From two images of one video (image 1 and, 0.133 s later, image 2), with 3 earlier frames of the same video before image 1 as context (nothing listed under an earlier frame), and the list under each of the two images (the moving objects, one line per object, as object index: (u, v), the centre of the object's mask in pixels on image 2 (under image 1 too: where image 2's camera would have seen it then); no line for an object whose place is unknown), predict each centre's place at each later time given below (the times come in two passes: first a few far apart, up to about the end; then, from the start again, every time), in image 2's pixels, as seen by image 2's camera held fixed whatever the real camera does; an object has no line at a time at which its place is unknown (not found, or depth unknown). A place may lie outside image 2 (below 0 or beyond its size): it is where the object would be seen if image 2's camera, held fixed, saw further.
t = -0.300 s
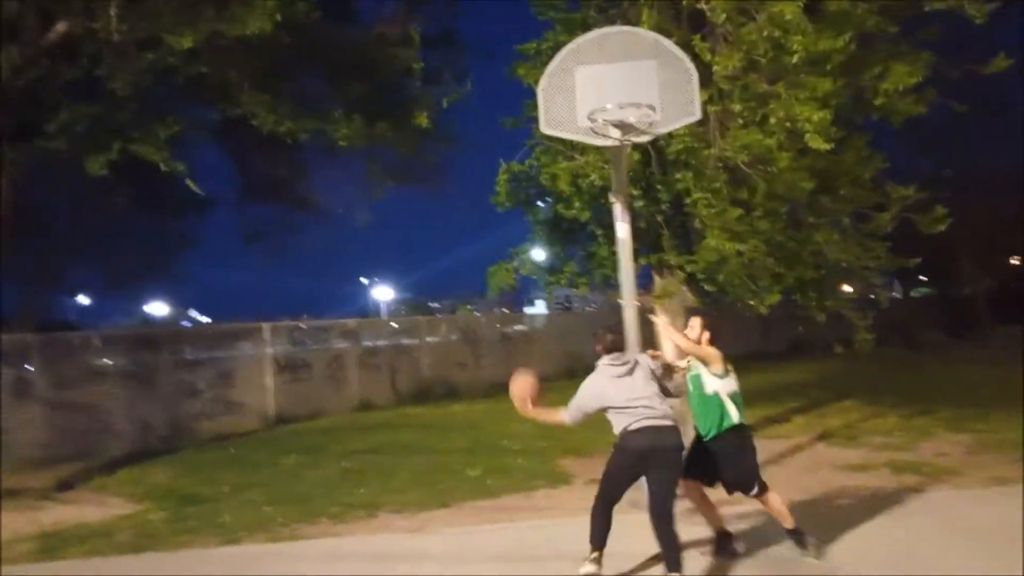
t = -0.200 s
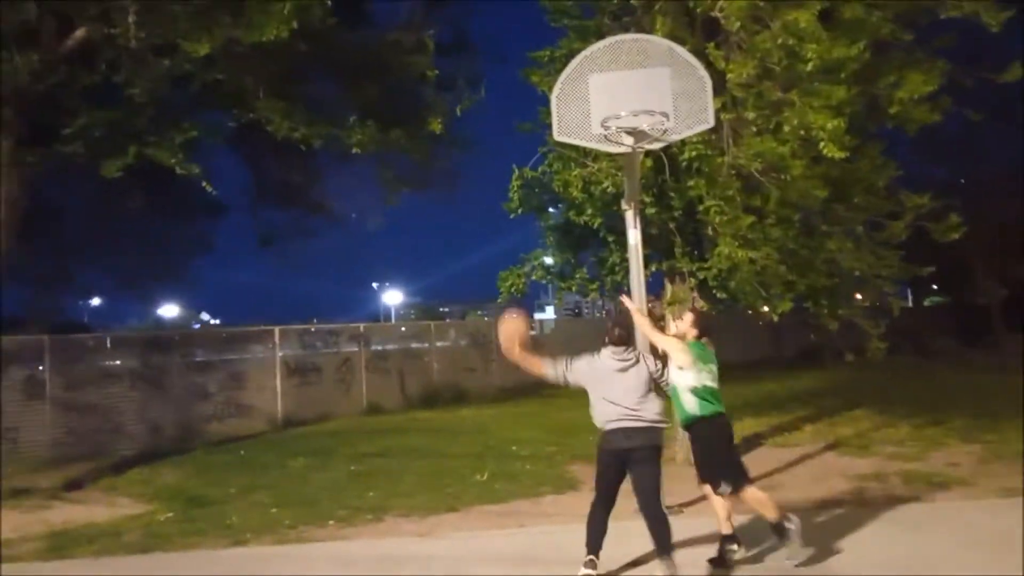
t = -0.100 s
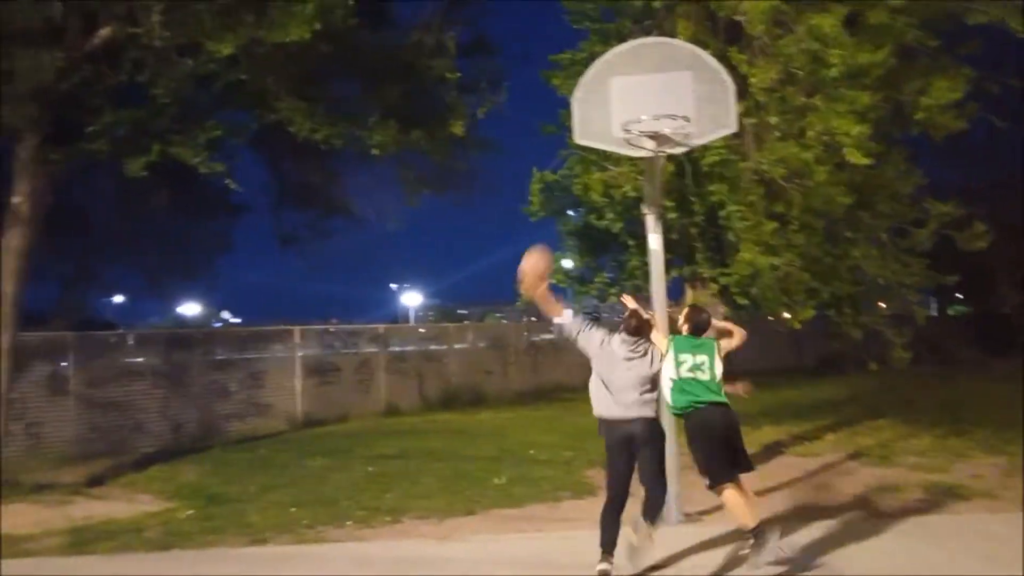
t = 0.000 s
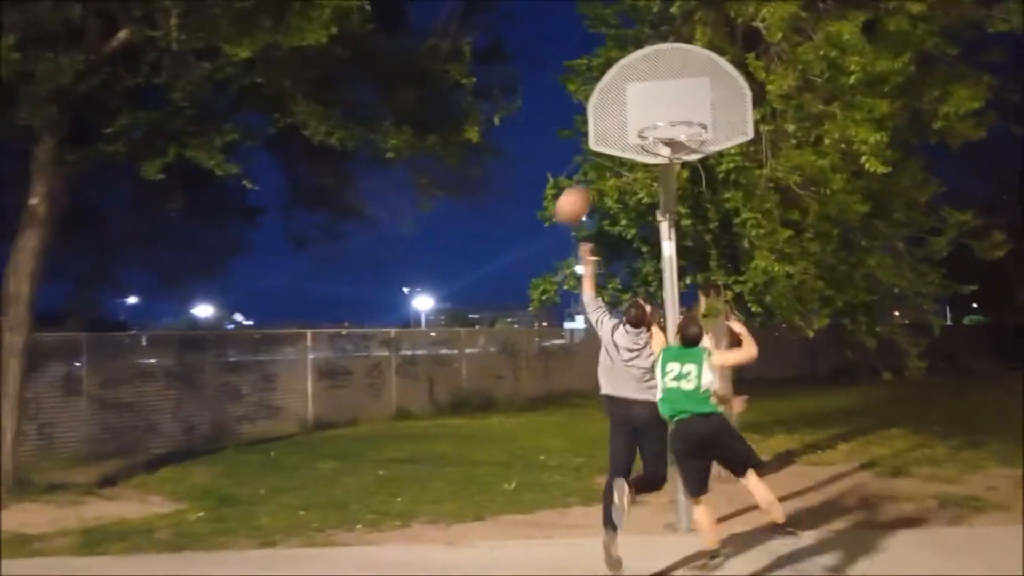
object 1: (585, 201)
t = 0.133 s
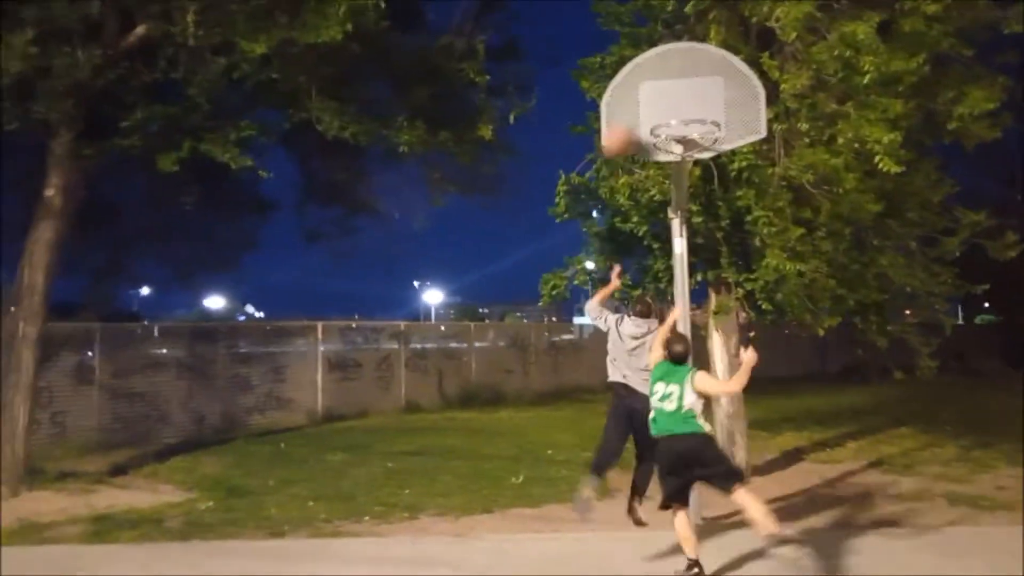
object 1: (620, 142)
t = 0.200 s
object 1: (630, 125)
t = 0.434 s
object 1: (668, 105)
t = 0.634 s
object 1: (695, 109)
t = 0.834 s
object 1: (700, 158)
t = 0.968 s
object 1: (706, 217)
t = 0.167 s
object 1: (625, 133)
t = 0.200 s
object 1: (630, 125)
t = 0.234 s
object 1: (636, 120)
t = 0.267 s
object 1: (642, 116)
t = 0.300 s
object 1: (650, 113)
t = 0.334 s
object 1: (654, 110)
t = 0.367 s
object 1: (658, 109)
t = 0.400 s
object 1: (664, 107)
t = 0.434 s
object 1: (668, 105)
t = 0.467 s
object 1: (673, 104)
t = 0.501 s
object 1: (678, 103)
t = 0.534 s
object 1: (683, 103)
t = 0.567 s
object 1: (687, 104)
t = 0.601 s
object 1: (691, 105)
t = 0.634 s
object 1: (695, 109)
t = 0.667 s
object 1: (696, 113)
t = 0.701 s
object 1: (695, 121)
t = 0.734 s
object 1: (696, 129)
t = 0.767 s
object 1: (697, 136)
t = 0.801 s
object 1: (699, 149)
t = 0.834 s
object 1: (700, 158)
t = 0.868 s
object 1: (702, 171)
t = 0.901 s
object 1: (704, 184)
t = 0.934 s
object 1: (704, 200)
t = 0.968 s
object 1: (706, 217)
